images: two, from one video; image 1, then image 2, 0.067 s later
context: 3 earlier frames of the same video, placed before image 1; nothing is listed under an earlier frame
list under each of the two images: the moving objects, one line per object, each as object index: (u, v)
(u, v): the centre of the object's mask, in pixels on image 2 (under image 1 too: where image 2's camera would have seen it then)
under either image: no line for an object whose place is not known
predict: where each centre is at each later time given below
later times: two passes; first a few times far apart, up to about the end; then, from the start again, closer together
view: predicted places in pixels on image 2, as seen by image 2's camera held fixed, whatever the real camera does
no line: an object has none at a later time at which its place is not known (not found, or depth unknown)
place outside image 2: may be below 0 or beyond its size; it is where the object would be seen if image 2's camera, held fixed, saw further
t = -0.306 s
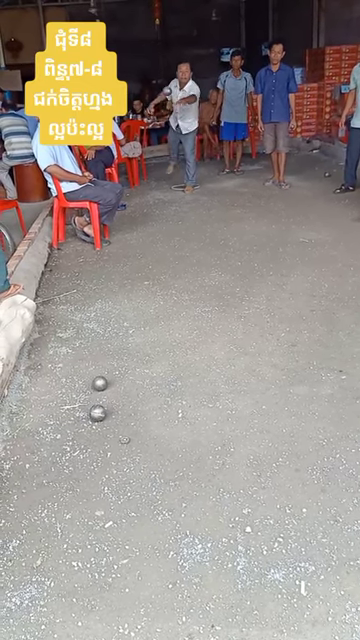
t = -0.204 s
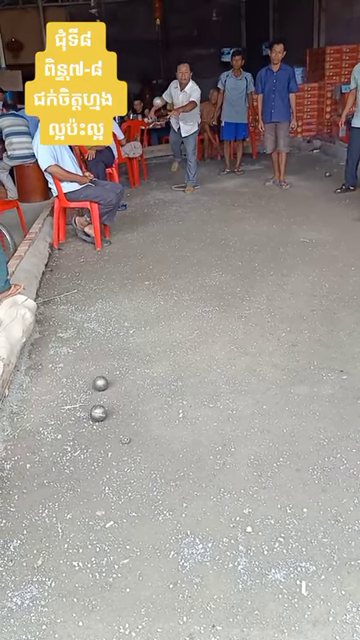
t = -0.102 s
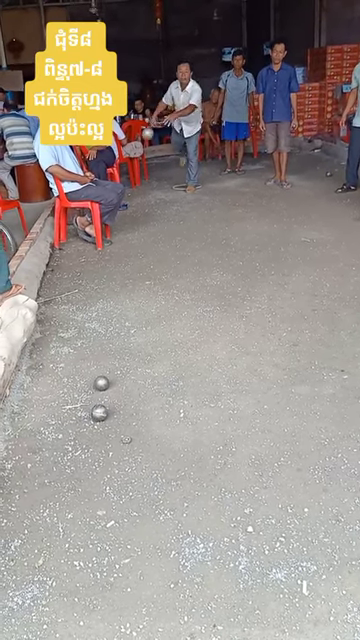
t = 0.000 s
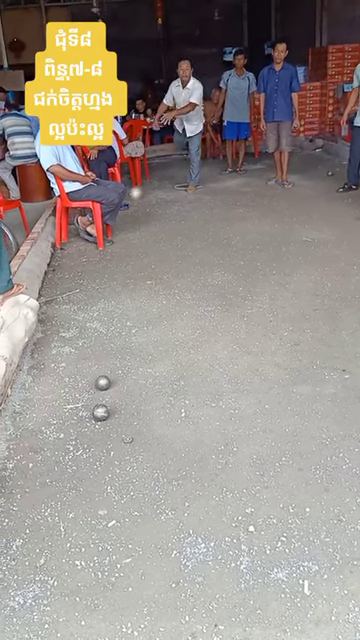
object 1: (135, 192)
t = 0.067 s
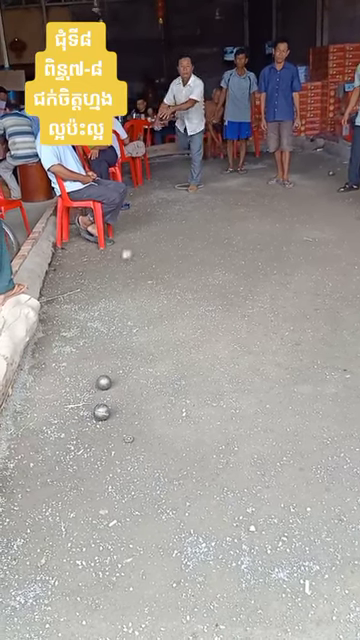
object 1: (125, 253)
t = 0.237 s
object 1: (136, 417)
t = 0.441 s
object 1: (194, 452)
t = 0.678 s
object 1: (245, 485)
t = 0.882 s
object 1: (286, 512)
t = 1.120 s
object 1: (333, 540)
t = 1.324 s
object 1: (373, 560)
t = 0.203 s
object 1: (124, 410)
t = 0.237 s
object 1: (136, 417)
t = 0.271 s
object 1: (145, 419)
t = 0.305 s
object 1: (155, 424)
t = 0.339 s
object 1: (166, 432)
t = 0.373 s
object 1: (178, 443)
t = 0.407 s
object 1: (187, 448)
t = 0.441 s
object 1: (194, 452)
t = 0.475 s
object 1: (201, 458)
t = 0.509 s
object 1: (209, 466)
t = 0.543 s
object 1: (217, 470)
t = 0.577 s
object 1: (224, 475)
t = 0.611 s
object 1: (231, 478)
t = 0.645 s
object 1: (238, 481)
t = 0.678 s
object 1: (245, 485)
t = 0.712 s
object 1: (252, 491)
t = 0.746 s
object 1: (259, 494)
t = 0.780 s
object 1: (266, 500)
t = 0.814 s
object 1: (273, 504)
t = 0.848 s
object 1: (280, 508)
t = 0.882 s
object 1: (286, 512)
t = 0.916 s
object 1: (293, 515)
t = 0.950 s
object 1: (300, 521)
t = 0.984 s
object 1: (306, 525)
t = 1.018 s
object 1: (312, 528)
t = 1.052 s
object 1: (318, 533)
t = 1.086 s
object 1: (326, 537)
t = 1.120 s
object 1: (333, 540)
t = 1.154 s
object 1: (339, 543)
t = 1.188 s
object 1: (347, 547)
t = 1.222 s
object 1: (354, 551)
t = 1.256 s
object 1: (359, 554)
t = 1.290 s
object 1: (366, 558)
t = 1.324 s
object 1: (373, 560)
